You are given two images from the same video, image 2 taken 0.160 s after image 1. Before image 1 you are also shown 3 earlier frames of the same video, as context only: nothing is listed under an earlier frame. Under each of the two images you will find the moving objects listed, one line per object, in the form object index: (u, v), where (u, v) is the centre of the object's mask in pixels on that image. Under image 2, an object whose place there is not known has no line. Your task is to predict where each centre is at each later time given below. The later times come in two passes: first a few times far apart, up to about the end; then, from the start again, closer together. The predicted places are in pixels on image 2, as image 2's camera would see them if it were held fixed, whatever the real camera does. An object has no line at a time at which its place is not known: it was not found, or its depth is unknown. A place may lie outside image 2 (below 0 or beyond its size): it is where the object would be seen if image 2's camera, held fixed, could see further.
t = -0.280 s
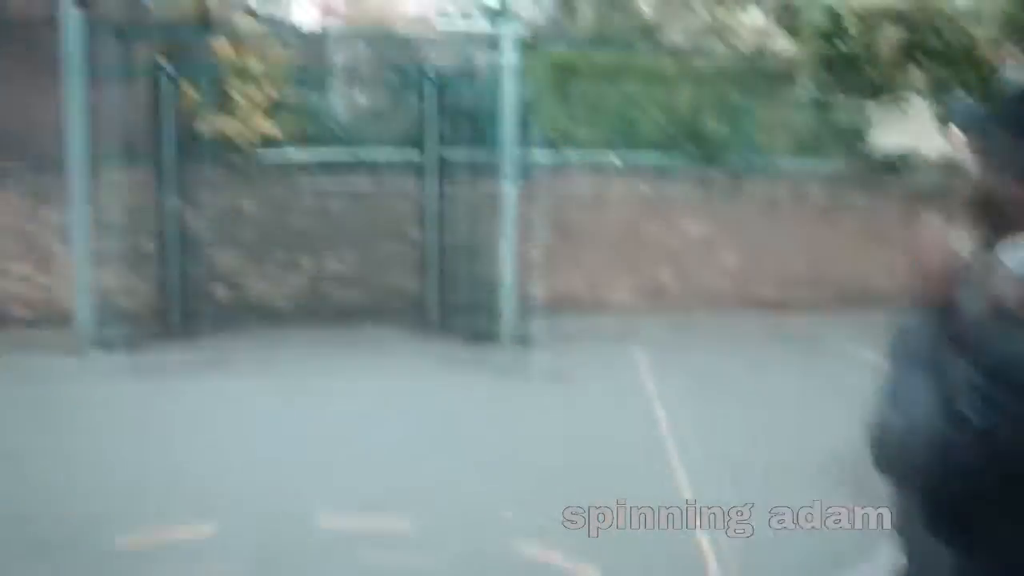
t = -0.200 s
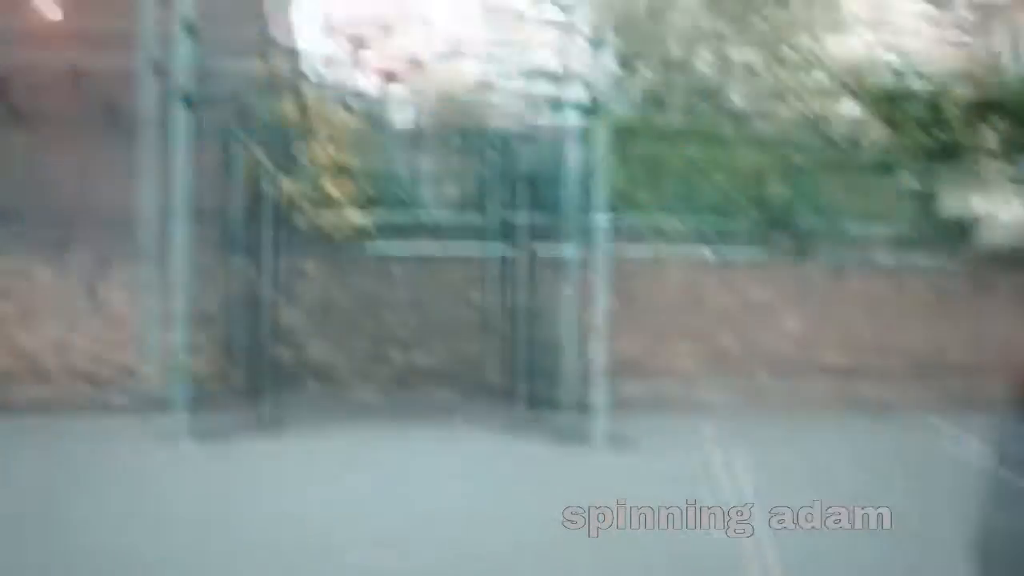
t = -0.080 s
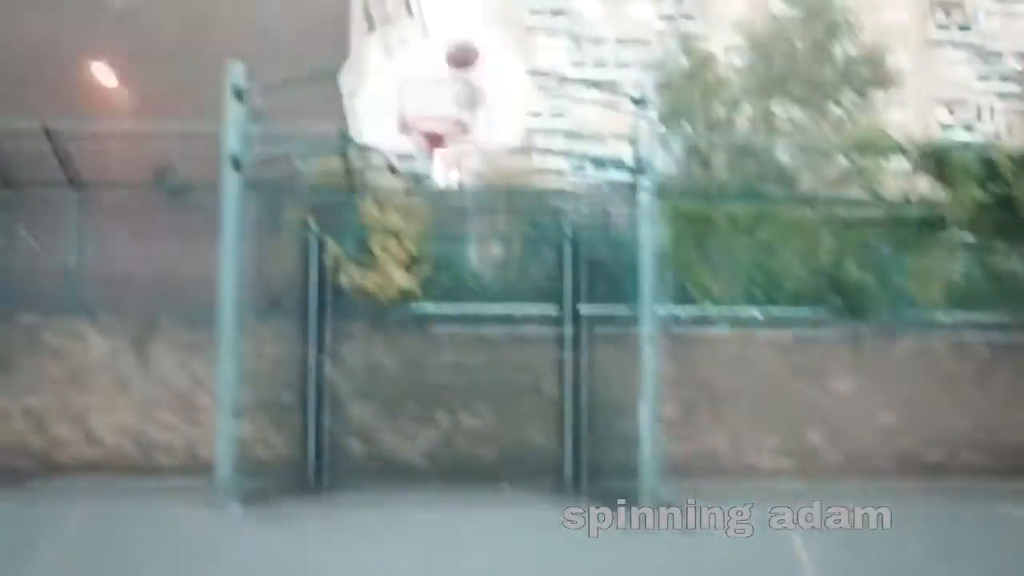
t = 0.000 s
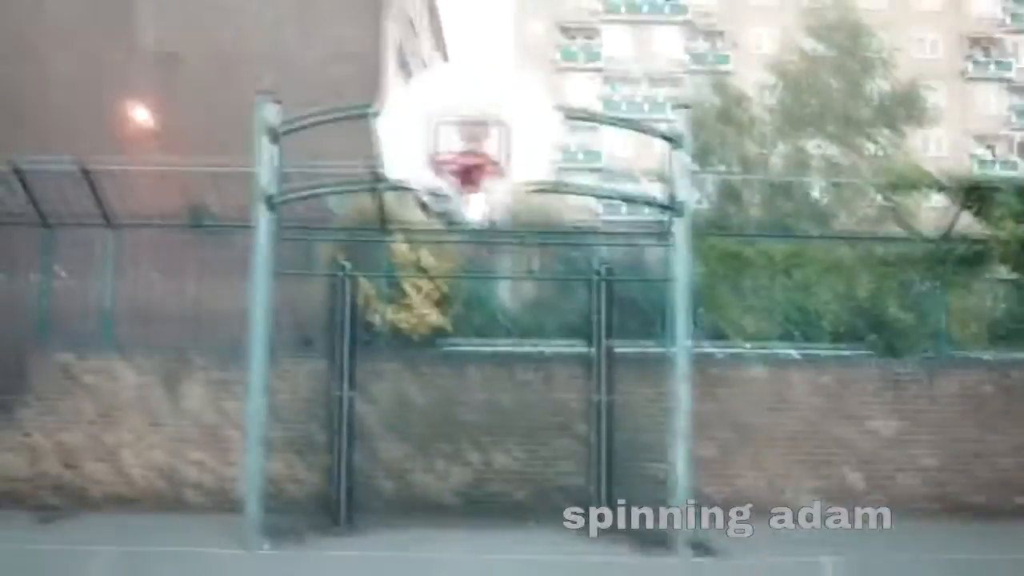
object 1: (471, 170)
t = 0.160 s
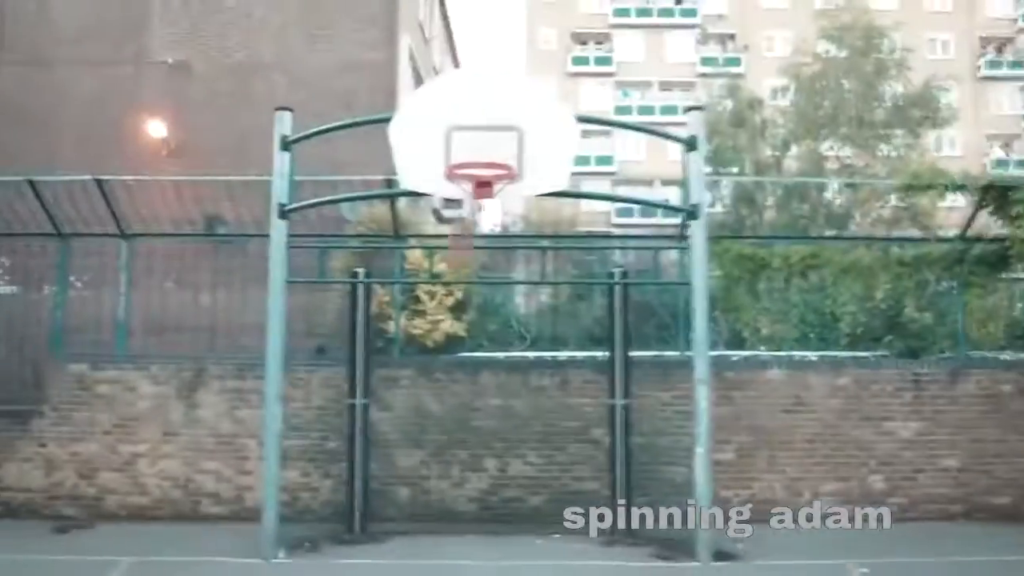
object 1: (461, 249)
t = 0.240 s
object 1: (454, 289)
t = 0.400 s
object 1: (432, 391)
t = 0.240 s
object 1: (454, 289)
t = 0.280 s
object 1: (447, 318)
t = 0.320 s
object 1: (439, 350)
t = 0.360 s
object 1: (434, 378)
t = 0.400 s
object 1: (432, 391)
